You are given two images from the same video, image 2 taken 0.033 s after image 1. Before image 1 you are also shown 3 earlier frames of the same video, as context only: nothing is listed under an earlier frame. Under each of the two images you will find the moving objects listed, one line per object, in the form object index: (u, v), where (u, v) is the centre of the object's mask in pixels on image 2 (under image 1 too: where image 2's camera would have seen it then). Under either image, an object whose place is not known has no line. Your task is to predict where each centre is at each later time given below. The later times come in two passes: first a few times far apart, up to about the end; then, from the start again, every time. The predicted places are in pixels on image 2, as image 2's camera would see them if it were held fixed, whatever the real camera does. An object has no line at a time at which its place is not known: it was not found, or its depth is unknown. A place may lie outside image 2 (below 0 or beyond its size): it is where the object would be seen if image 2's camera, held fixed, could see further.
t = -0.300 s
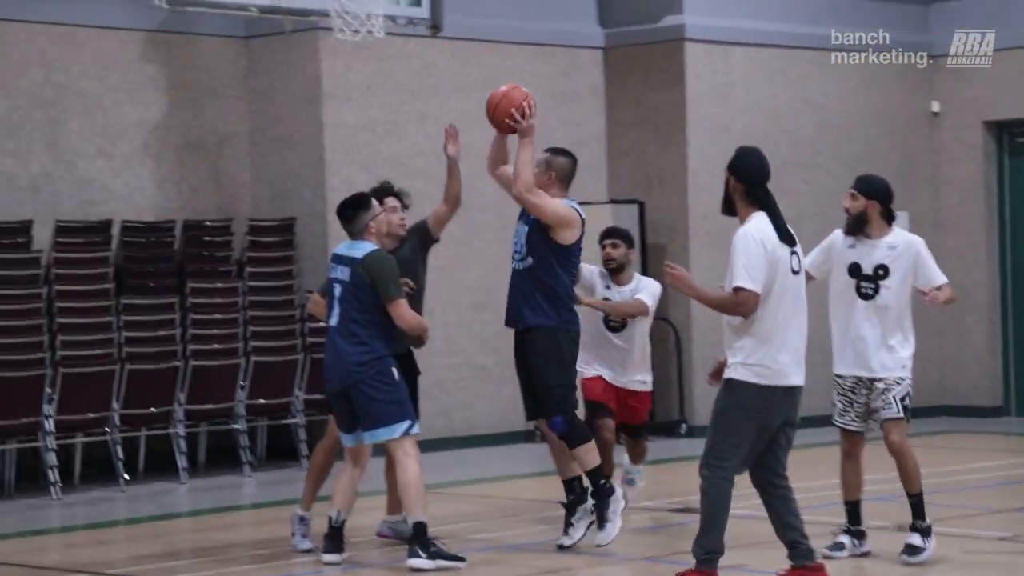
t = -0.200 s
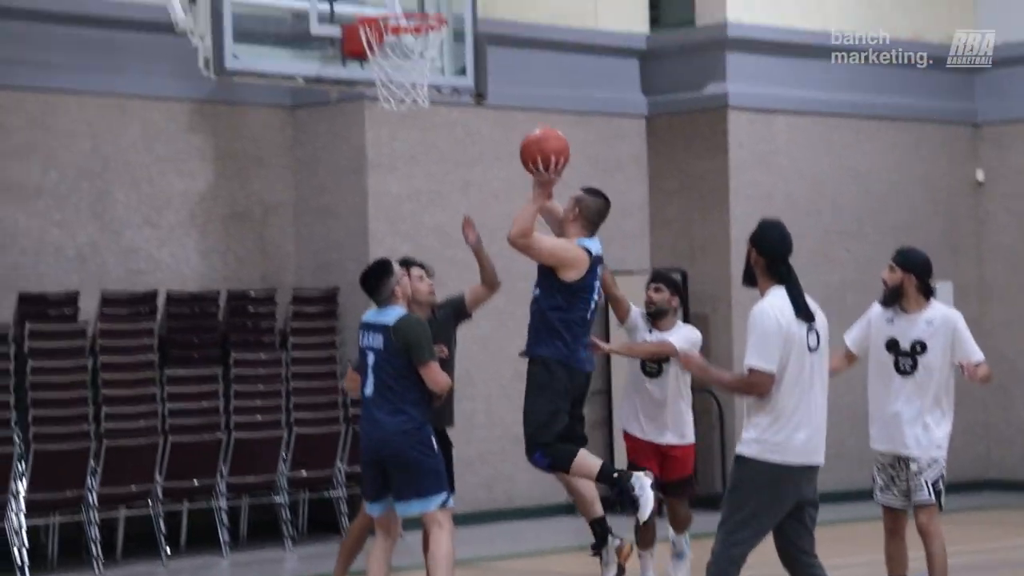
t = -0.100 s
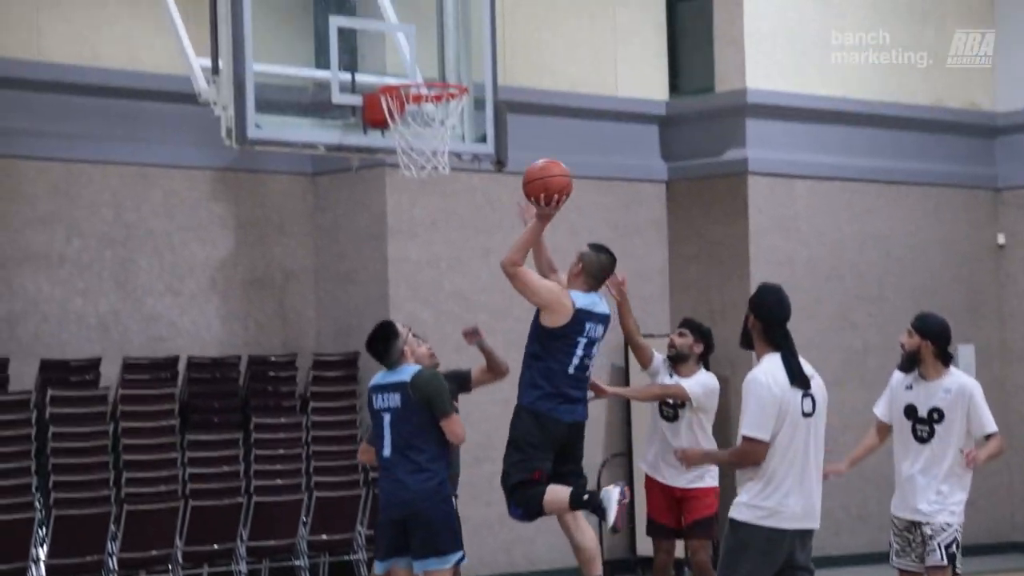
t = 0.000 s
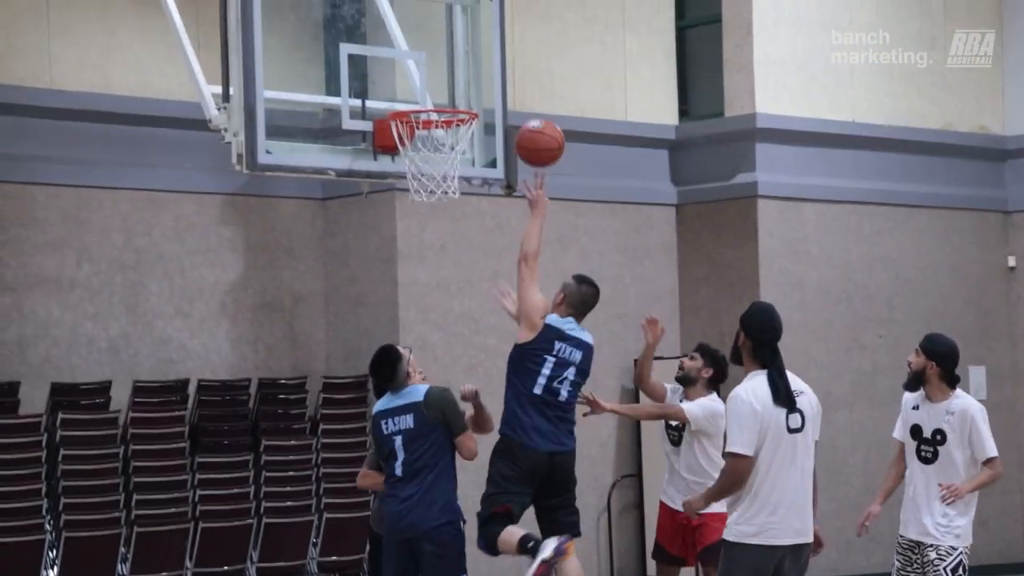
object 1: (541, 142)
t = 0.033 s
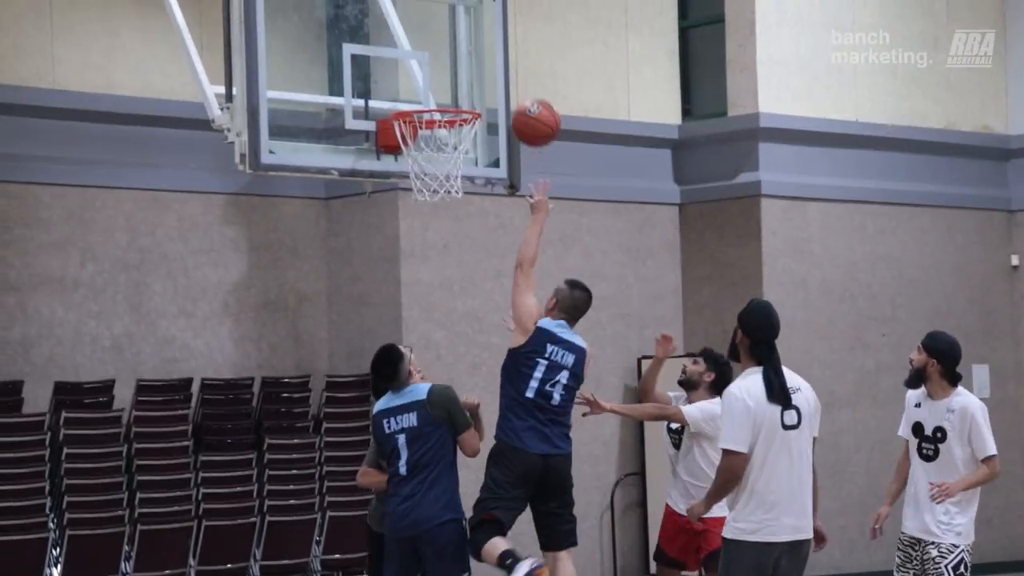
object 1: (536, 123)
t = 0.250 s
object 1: (494, 50)
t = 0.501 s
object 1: (452, 74)
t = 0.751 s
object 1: (422, 179)
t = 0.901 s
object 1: (414, 243)
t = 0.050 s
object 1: (533, 114)
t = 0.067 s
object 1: (530, 105)
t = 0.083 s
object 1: (526, 97)
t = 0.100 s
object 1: (523, 90)
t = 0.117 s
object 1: (519, 83)
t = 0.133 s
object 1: (516, 76)
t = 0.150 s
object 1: (513, 71)
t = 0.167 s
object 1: (511, 66)
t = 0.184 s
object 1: (508, 61)
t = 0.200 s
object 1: (505, 57)
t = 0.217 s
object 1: (500, 53)
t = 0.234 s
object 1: (497, 51)
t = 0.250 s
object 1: (494, 50)
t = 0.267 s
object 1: (491, 49)
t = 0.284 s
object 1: (489, 49)
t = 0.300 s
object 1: (486, 49)
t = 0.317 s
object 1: (482, 49)
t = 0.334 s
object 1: (479, 50)
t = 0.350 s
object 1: (475, 50)
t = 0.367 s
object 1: (473, 51)
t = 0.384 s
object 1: (470, 52)
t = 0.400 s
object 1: (468, 53)
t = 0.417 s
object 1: (465, 54)
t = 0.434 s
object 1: (462, 56)
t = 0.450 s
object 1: (459, 60)
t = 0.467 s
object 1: (457, 64)
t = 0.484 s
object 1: (454, 69)
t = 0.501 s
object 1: (452, 74)
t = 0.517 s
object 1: (449, 80)
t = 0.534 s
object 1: (446, 87)
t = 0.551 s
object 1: (444, 91)
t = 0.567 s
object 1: (441, 95)
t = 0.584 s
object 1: (439, 99)
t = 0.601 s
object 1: (438, 116)
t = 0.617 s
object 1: (439, 130)
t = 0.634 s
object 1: (432, 135)
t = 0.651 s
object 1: (428, 142)
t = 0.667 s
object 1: (432, 151)
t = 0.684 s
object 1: (430, 157)
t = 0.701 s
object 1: (429, 163)
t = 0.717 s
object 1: (425, 168)
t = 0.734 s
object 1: (424, 173)
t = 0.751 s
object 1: (422, 179)
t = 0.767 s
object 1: (420, 182)
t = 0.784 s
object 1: (419, 188)
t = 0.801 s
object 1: (418, 194)
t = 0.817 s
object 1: (418, 201)
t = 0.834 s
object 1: (417, 208)
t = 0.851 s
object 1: (416, 216)
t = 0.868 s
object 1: (416, 224)
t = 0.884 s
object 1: (415, 233)
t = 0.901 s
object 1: (414, 243)
